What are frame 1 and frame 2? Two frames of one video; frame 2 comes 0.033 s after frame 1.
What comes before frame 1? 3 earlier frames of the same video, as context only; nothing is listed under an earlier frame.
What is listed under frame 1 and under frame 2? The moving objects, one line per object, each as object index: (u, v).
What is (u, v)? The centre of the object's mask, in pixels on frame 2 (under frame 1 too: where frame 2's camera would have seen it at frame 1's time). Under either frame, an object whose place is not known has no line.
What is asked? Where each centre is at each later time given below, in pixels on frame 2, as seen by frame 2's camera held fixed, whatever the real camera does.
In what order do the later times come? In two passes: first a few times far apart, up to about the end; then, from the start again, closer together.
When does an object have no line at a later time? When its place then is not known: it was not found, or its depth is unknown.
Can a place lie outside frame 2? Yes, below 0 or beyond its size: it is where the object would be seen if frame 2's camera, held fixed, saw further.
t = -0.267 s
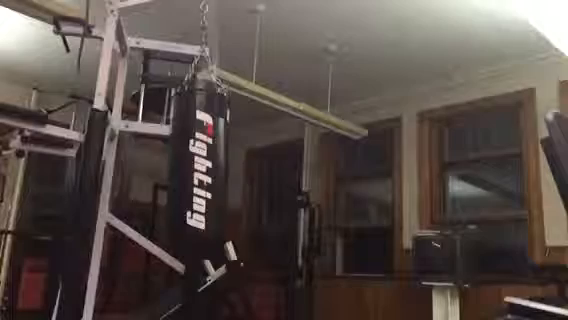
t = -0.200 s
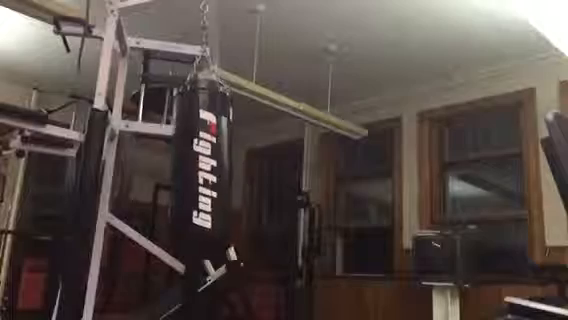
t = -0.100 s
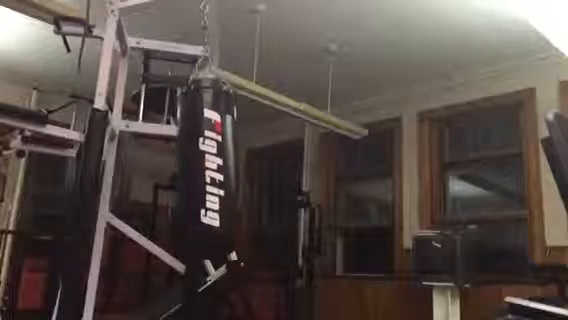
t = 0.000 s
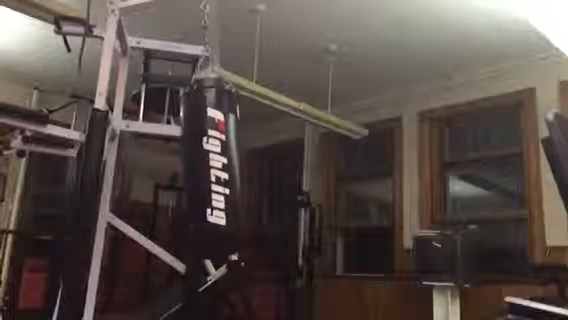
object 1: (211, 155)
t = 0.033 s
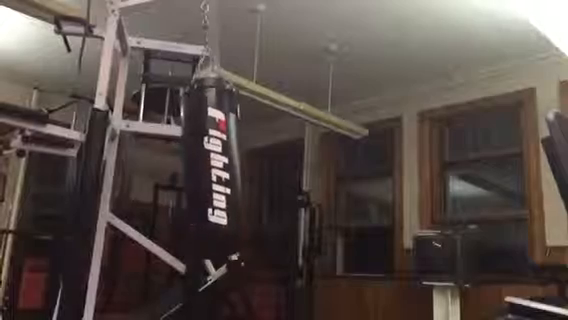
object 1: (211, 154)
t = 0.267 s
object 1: (211, 155)
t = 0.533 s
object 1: (202, 158)
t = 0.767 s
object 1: (186, 162)
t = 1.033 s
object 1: (174, 172)
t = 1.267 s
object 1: (165, 168)
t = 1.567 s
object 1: (173, 167)
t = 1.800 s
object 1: (188, 170)
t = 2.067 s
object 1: (206, 153)
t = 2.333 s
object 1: (212, 154)
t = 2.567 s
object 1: (210, 156)
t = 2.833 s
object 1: (195, 158)
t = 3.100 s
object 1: (178, 164)
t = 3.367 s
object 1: (169, 166)
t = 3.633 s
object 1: (168, 166)
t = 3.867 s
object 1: (179, 166)
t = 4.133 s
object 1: (198, 159)
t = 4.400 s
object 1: (211, 156)
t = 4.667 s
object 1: (213, 156)
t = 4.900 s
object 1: (205, 160)
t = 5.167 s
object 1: (188, 159)
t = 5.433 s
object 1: (177, 168)
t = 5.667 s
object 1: (166, 164)
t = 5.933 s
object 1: (172, 167)
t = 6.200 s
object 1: (187, 167)
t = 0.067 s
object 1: (212, 155)
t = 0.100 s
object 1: (212, 155)
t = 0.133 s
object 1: (212, 156)
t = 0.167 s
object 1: (212, 156)
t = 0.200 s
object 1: (212, 155)
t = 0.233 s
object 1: (212, 155)
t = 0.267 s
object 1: (211, 155)
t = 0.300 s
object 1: (211, 155)
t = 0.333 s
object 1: (210, 155)
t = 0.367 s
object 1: (210, 158)
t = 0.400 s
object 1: (209, 157)
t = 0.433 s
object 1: (207, 158)
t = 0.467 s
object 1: (205, 159)
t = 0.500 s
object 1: (204, 157)
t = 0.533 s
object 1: (202, 158)
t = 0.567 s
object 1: (200, 159)
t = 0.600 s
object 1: (197, 161)
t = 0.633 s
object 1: (194, 164)
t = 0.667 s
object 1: (191, 163)
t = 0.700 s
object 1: (190, 161)
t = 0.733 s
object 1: (188, 163)
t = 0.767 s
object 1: (186, 162)
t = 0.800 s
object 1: (182, 168)
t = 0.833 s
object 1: (181, 169)
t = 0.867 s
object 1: (180, 170)
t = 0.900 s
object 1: (179, 171)
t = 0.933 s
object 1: (177, 172)
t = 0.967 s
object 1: (177, 172)
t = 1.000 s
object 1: (175, 172)
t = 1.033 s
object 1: (174, 172)
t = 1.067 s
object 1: (173, 173)
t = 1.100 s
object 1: (172, 174)
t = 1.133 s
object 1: (171, 174)
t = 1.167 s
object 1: (171, 174)
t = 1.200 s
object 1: (165, 168)
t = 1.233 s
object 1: (165, 168)
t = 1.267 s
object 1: (165, 168)
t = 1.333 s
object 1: (165, 168)
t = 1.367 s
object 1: (166, 168)
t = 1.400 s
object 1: (166, 168)
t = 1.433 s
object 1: (167, 168)
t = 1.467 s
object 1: (169, 168)
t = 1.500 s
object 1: (169, 170)
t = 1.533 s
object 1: (171, 169)
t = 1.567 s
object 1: (173, 167)
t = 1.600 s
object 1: (176, 166)
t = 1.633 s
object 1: (177, 168)
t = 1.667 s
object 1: (179, 170)
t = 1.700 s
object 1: (182, 169)
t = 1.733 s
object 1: (183, 168)
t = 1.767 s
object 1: (186, 169)
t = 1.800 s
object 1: (188, 170)
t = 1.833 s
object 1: (191, 170)
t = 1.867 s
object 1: (194, 167)
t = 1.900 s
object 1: (196, 167)
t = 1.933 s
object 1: (199, 166)
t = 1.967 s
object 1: (201, 165)
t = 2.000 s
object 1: (202, 157)
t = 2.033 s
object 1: (204, 155)
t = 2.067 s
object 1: (206, 153)
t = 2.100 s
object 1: (208, 154)
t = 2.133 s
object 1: (209, 156)
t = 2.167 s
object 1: (210, 155)
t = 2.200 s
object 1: (210, 154)
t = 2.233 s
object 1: (211, 155)
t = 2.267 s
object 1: (212, 154)
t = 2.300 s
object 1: (212, 154)
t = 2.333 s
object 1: (212, 154)
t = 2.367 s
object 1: (212, 154)
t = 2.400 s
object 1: (213, 154)
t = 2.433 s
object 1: (212, 157)
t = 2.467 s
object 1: (212, 157)
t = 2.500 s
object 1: (211, 155)
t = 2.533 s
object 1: (211, 156)
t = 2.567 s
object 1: (210, 156)
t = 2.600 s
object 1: (209, 155)
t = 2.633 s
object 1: (208, 156)
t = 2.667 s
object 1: (206, 157)
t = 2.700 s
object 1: (205, 157)
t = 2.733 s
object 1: (202, 157)
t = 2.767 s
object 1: (200, 157)
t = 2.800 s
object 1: (198, 158)
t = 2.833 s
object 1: (195, 158)
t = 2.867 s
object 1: (193, 159)
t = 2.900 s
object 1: (190, 160)
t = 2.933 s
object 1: (188, 170)
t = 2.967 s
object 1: (185, 169)
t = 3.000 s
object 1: (184, 168)
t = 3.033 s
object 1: (182, 167)
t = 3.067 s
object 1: (181, 168)
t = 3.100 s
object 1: (178, 164)
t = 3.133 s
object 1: (176, 165)
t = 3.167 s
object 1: (174, 167)
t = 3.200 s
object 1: (174, 167)
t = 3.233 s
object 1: (172, 166)
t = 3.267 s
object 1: (171, 166)
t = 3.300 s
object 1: (170, 166)
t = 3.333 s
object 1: (169, 166)
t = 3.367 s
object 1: (169, 166)
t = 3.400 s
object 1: (168, 166)
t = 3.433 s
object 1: (167, 166)
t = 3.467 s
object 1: (166, 166)
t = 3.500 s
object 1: (166, 166)
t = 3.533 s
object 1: (166, 166)
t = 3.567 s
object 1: (166, 167)
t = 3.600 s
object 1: (167, 167)
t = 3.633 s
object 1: (168, 166)
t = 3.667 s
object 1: (169, 167)
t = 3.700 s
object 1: (171, 166)
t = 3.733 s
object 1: (172, 165)
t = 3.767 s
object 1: (174, 165)
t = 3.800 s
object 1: (175, 165)
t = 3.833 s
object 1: (178, 166)
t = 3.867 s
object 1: (179, 166)
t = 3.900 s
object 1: (181, 165)
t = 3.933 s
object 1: (183, 167)
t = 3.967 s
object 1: (185, 166)
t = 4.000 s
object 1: (188, 167)
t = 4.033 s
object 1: (191, 166)
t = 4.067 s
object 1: (193, 163)
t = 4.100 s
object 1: (195, 163)
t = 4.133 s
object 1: (198, 159)
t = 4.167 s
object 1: (200, 159)
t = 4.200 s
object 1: (203, 157)
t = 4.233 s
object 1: (204, 155)
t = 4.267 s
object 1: (206, 155)
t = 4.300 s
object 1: (207, 157)
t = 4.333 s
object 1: (209, 156)
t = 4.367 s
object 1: (209, 156)
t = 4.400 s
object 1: (211, 156)
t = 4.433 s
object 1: (212, 155)
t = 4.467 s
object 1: (212, 155)
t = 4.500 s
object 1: (212, 155)
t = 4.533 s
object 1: (213, 156)
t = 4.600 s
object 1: (213, 157)
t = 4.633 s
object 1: (213, 157)
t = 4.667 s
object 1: (213, 156)
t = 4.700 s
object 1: (212, 155)
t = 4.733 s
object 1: (211, 158)
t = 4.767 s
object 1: (209, 159)
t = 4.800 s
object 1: (208, 160)
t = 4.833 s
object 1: (207, 158)
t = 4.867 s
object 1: (206, 158)
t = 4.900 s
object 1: (205, 160)
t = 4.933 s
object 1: (203, 159)
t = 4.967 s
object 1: (200, 158)
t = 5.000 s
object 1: (198, 157)
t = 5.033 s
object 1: (196, 157)
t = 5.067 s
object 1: (194, 161)
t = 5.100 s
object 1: (192, 161)
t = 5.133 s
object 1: (190, 160)
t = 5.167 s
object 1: (188, 159)
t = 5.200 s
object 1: (187, 160)
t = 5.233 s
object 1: (184, 159)
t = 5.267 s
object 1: (183, 164)
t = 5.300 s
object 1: (182, 165)
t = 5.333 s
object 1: (180, 166)
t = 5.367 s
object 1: (179, 166)
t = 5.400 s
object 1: (178, 167)
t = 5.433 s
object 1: (177, 168)
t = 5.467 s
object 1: (176, 167)
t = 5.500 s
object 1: (175, 167)
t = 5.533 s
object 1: (174, 168)
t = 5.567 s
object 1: (174, 169)
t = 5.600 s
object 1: (167, 163)
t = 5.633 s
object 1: (166, 165)
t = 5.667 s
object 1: (166, 164)
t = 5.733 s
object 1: (166, 165)
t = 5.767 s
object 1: (166, 165)
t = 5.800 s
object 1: (167, 166)
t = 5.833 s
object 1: (168, 166)
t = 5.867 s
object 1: (169, 167)
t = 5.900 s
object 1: (171, 168)
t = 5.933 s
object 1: (172, 167)
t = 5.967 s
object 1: (173, 167)
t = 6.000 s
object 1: (175, 166)
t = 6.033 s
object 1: (176, 165)
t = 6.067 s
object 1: (179, 165)
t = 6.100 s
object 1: (181, 168)
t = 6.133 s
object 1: (183, 167)
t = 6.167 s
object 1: (185, 168)
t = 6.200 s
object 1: (187, 167)
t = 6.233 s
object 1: (192, 167)
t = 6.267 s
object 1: (193, 165)
